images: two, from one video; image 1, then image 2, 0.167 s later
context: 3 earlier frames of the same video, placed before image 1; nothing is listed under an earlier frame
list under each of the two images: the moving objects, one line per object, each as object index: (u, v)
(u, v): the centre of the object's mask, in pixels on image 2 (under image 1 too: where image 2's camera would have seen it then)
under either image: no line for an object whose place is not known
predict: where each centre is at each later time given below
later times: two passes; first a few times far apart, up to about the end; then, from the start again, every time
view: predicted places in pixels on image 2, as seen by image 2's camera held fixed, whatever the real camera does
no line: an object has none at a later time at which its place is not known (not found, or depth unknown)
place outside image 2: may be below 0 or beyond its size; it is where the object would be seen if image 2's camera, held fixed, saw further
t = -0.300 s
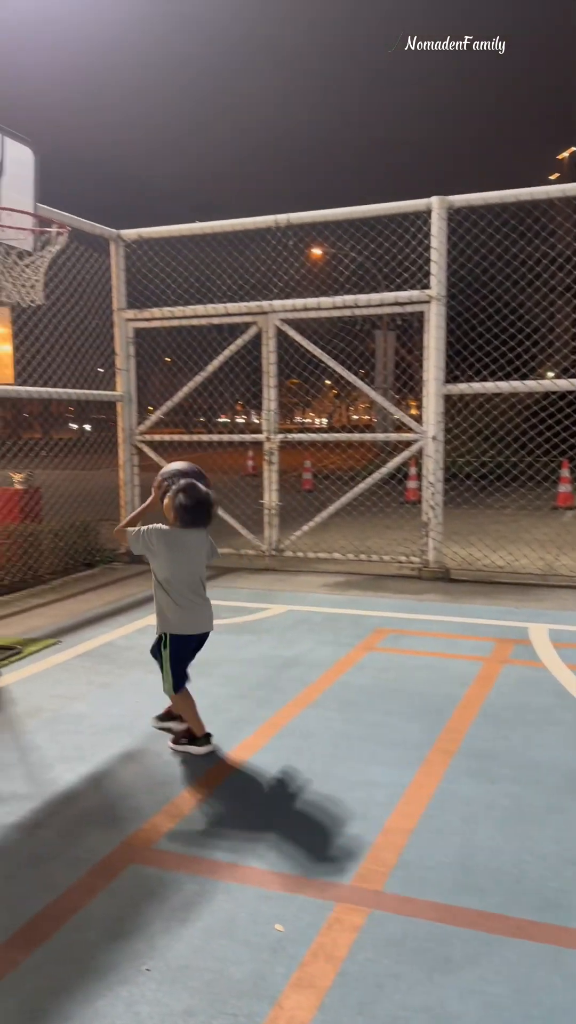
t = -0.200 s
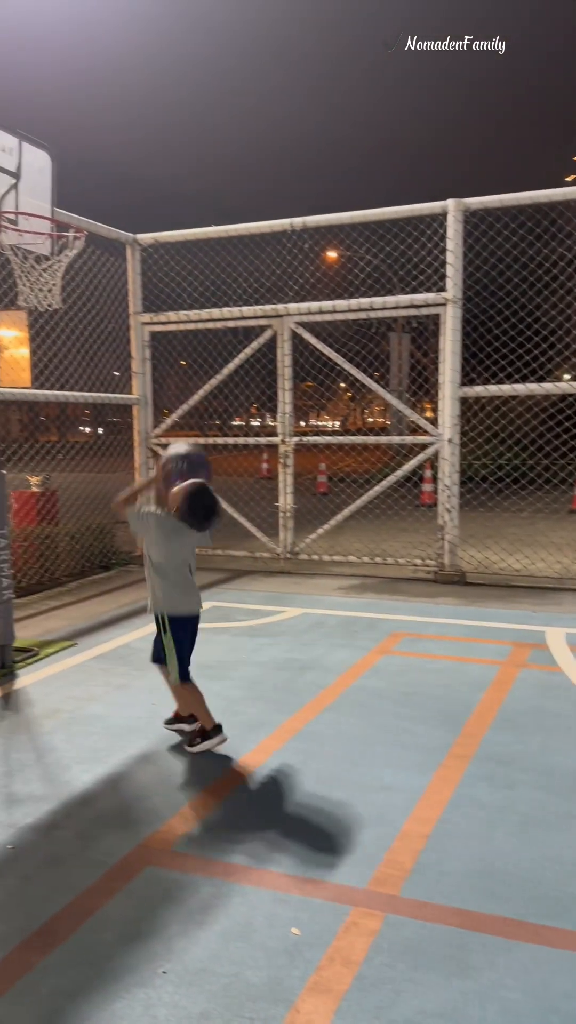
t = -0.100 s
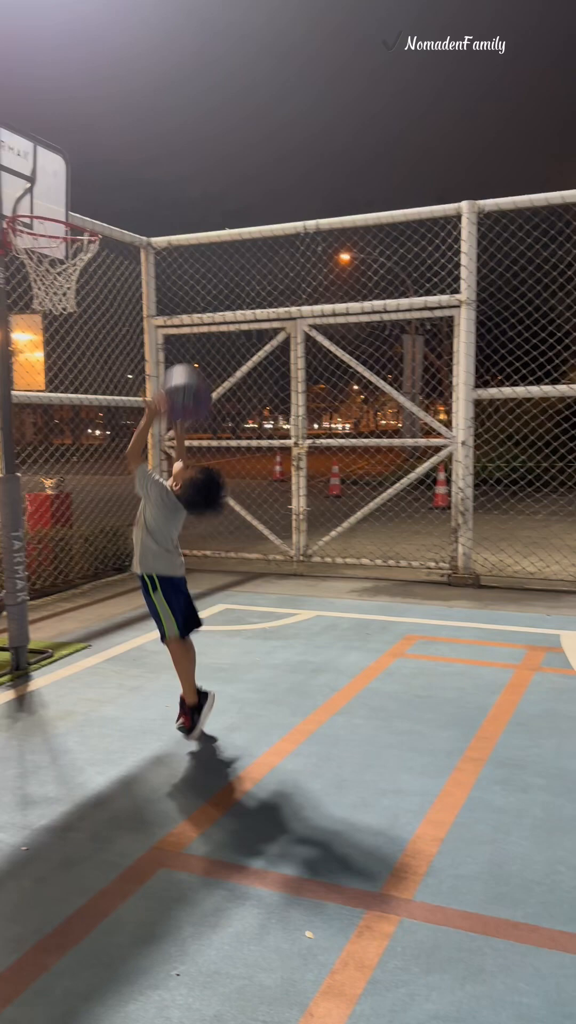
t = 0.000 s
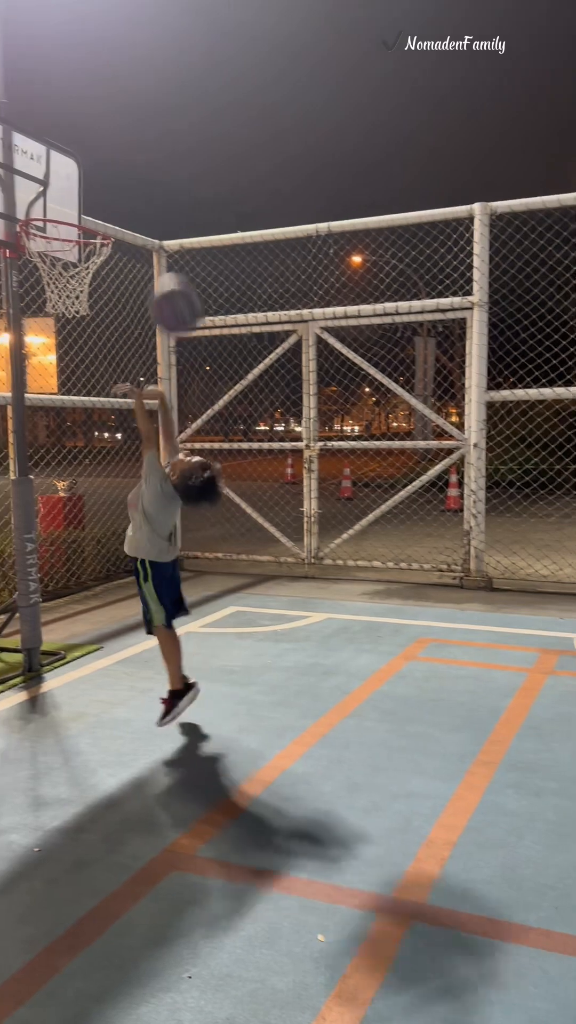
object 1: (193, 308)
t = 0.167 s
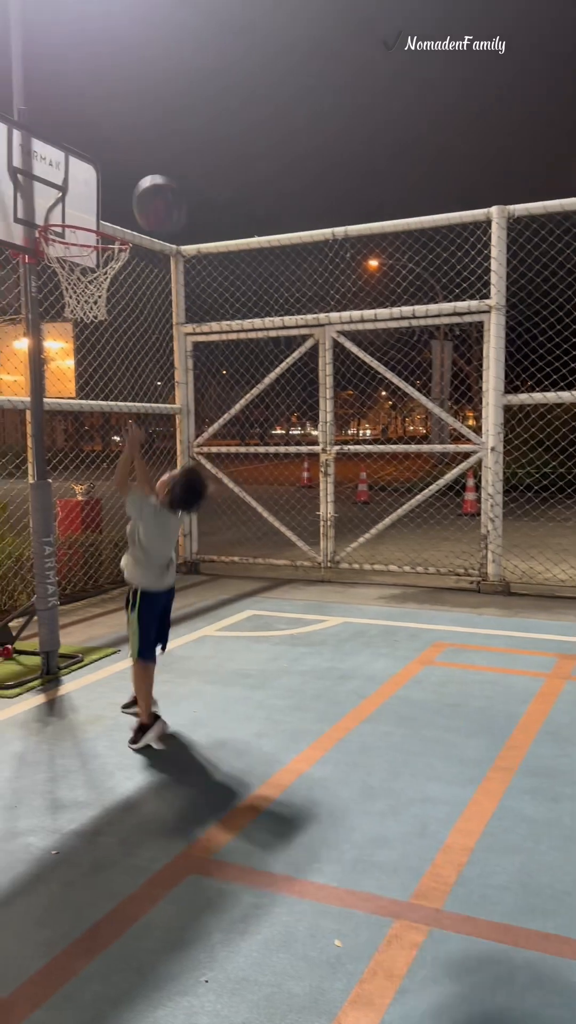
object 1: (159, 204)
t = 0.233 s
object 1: (146, 182)
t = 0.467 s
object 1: (110, 180)
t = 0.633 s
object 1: (107, 199)
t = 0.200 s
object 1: (152, 192)
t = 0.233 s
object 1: (146, 182)
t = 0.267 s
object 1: (139, 174)
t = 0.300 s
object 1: (135, 170)
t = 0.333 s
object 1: (129, 167)
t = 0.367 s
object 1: (124, 167)
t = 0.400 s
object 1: (120, 168)
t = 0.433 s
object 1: (115, 173)
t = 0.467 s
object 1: (110, 180)
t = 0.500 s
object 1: (105, 188)
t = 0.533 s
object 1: (100, 199)
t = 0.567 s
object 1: (100, 207)
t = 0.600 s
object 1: (103, 202)
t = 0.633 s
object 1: (107, 199)
